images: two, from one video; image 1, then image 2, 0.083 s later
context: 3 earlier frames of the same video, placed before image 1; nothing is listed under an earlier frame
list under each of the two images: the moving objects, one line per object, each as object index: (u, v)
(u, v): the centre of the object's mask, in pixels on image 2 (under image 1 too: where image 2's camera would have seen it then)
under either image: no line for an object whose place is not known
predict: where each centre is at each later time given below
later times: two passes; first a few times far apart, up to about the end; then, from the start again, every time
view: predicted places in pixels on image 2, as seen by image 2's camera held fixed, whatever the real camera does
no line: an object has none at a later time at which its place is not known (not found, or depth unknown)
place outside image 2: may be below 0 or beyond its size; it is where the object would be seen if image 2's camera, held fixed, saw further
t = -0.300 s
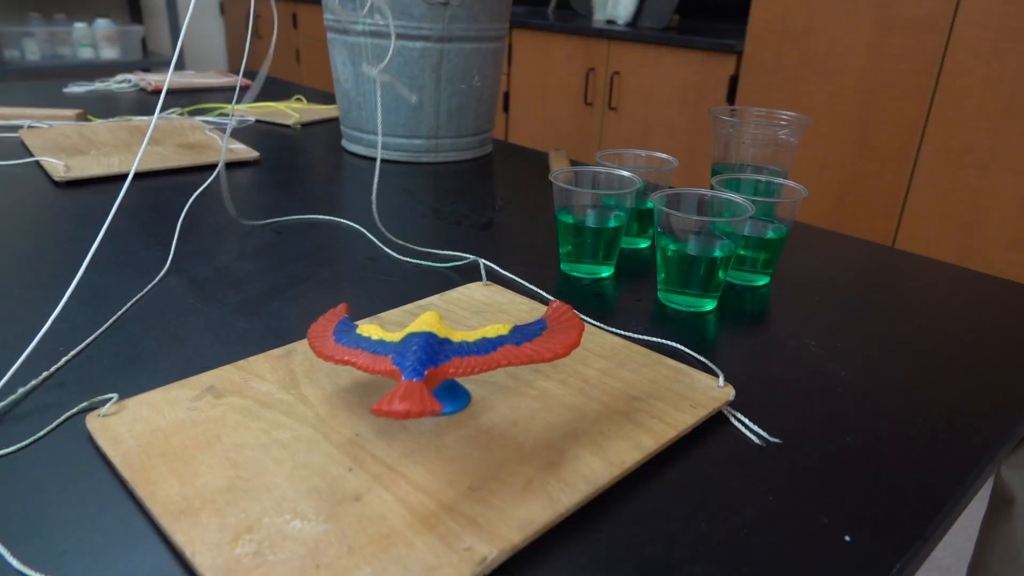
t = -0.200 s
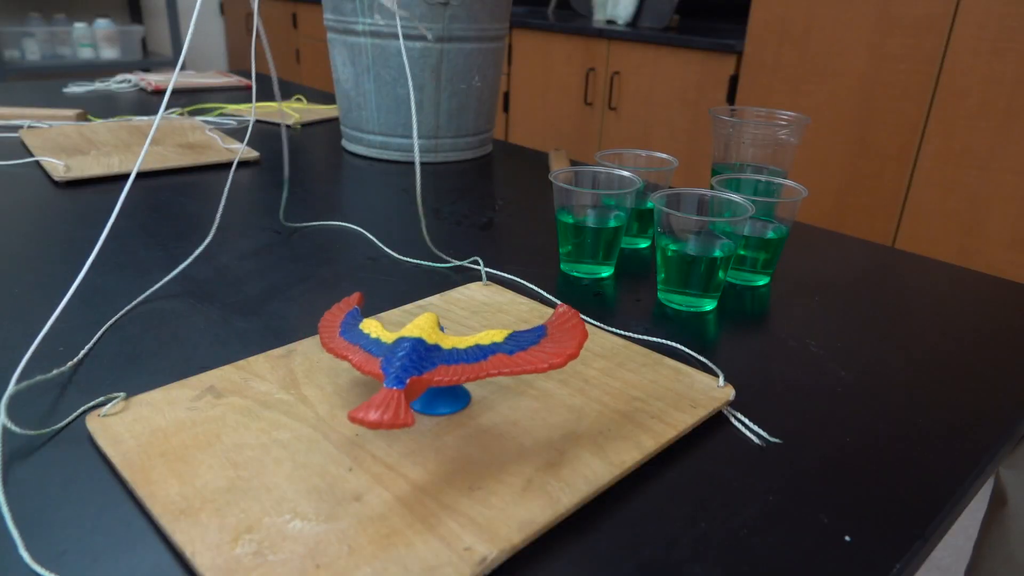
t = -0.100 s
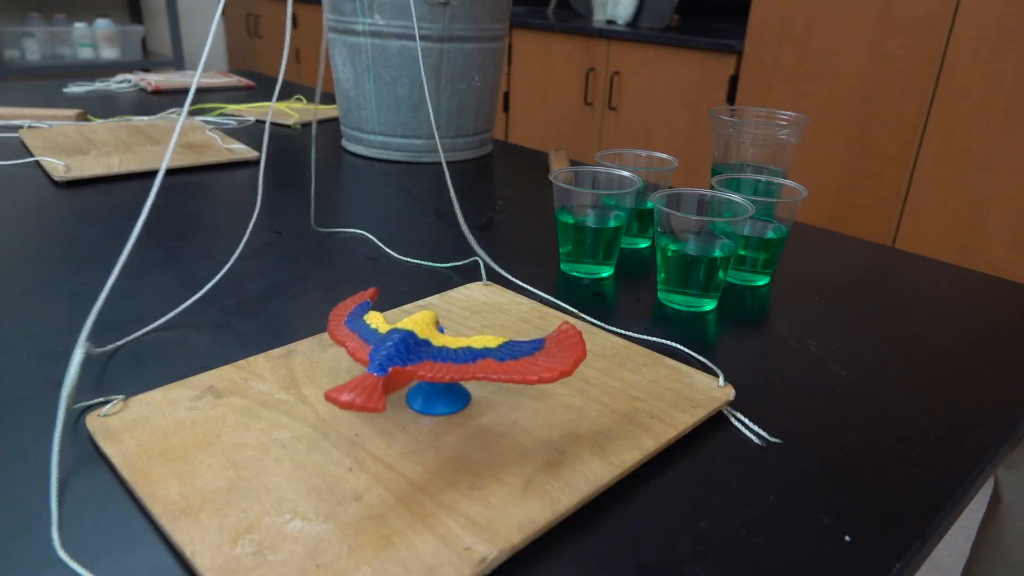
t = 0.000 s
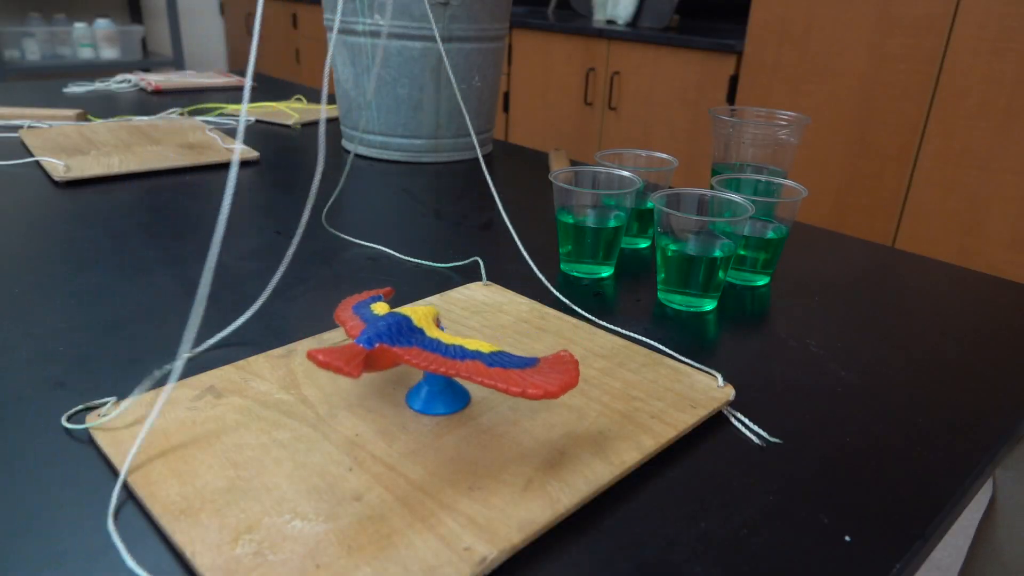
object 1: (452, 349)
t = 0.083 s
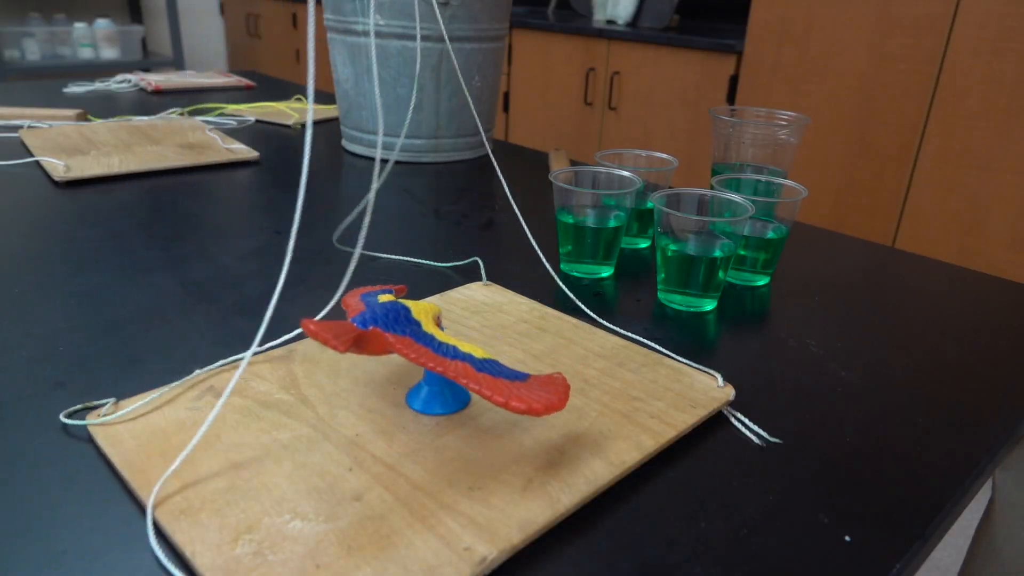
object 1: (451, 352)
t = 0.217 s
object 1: (438, 357)
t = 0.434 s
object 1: (410, 363)
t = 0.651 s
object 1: (398, 353)
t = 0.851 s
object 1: (392, 340)
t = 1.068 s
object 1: (402, 330)
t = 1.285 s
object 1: (410, 317)
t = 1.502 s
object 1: (445, 306)
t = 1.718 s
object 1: (459, 318)
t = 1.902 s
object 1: (476, 317)
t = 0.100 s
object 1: (450, 353)
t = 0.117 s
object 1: (449, 353)
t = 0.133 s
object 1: (448, 354)
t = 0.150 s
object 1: (446, 354)
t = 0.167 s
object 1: (444, 355)
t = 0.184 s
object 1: (442, 355)
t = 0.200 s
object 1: (441, 356)
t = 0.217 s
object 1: (438, 357)
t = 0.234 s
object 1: (436, 357)
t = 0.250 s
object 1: (435, 358)
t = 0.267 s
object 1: (433, 359)
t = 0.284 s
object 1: (416, 358)
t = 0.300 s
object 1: (431, 360)
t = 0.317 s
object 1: (429, 361)
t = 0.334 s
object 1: (414, 360)
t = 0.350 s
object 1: (413, 361)
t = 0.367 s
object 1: (412, 362)
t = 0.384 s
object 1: (412, 362)
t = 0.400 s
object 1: (411, 362)
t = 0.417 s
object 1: (411, 363)
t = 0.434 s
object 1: (410, 363)
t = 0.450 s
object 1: (410, 363)
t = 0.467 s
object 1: (410, 363)
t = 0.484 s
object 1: (409, 362)
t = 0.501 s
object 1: (408, 362)
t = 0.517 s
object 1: (408, 362)
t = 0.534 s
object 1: (407, 361)
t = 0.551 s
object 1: (406, 361)
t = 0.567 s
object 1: (404, 359)
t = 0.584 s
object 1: (403, 358)
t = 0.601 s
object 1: (402, 357)
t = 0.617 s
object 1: (401, 356)
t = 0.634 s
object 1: (399, 355)
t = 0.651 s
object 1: (398, 353)
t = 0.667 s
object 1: (400, 353)
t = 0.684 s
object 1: (402, 353)
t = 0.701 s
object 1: (403, 354)
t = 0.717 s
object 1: (405, 354)
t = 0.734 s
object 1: (406, 355)
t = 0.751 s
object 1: (409, 357)
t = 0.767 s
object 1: (395, 344)
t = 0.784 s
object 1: (394, 342)
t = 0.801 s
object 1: (394, 341)
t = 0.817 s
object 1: (406, 352)
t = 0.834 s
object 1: (404, 350)
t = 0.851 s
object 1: (392, 340)
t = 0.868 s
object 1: (393, 340)
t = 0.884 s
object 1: (391, 338)
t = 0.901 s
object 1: (390, 338)
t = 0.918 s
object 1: (397, 343)
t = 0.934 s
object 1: (391, 338)
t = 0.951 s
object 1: (391, 337)
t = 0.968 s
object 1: (390, 336)
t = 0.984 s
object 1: (394, 338)
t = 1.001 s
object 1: (392, 336)
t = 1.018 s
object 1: (392, 335)
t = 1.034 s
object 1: (392, 335)
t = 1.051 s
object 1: (398, 332)
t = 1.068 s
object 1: (402, 330)
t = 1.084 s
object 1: (401, 331)
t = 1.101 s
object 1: (398, 332)
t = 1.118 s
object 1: (398, 332)
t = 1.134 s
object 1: (399, 331)
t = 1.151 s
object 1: (406, 327)
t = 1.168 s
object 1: (412, 323)
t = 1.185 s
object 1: (415, 321)
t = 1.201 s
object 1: (412, 323)
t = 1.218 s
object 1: (408, 324)
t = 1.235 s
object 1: (405, 323)
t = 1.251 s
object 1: (406, 321)
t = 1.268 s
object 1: (416, 318)
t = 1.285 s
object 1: (410, 317)
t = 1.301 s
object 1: (428, 310)
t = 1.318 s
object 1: (425, 311)
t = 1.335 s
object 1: (423, 312)
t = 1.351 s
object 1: (421, 313)
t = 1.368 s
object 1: (422, 313)
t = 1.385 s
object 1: (434, 307)
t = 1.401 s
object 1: (440, 303)
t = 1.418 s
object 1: (438, 306)
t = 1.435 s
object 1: (433, 309)
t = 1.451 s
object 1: (434, 309)
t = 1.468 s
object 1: (445, 304)
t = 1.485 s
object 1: (447, 304)
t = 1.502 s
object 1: (445, 306)
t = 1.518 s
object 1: (441, 310)
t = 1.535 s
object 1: (450, 306)
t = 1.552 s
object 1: (453, 305)
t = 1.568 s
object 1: (442, 313)
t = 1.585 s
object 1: (447, 311)
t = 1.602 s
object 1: (454, 309)
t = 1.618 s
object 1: (457, 309)
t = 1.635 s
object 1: (456, 313)
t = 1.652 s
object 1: (454, 315)
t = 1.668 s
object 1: (459, 314)
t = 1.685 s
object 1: (460, 315)
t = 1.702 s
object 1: (459, 317)
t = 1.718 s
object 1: (459, 318)
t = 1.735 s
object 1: (462, 319)
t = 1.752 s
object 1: (461, 320)
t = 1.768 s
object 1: (460, 321)
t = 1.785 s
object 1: (463, 321)
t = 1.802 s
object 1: (464, 322)
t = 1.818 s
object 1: (464, 322)
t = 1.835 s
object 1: (467, 321)
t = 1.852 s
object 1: (468, 320)
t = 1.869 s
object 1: (471, 320)
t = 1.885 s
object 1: (474, 319)
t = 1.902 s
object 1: (476, 317)
